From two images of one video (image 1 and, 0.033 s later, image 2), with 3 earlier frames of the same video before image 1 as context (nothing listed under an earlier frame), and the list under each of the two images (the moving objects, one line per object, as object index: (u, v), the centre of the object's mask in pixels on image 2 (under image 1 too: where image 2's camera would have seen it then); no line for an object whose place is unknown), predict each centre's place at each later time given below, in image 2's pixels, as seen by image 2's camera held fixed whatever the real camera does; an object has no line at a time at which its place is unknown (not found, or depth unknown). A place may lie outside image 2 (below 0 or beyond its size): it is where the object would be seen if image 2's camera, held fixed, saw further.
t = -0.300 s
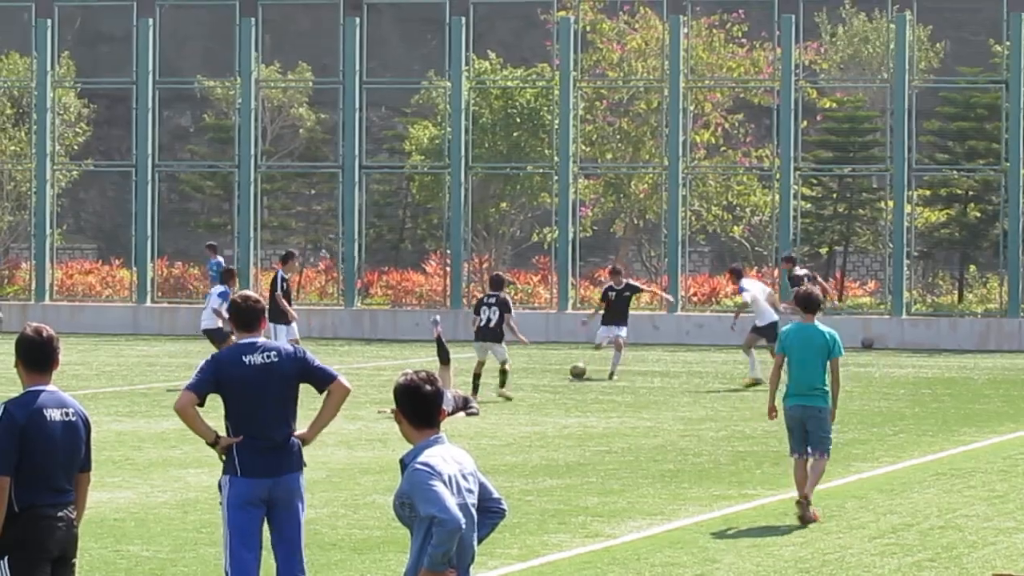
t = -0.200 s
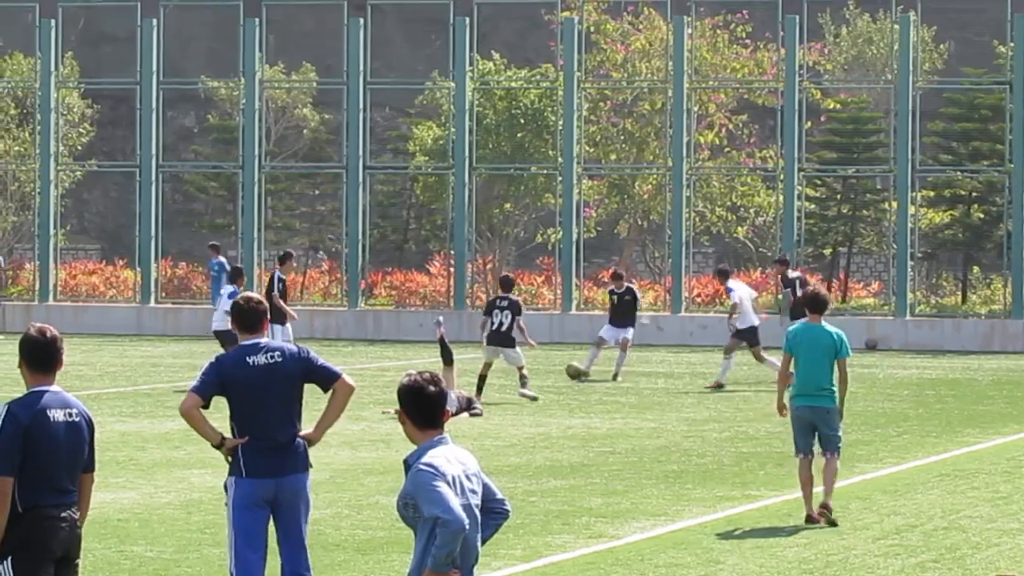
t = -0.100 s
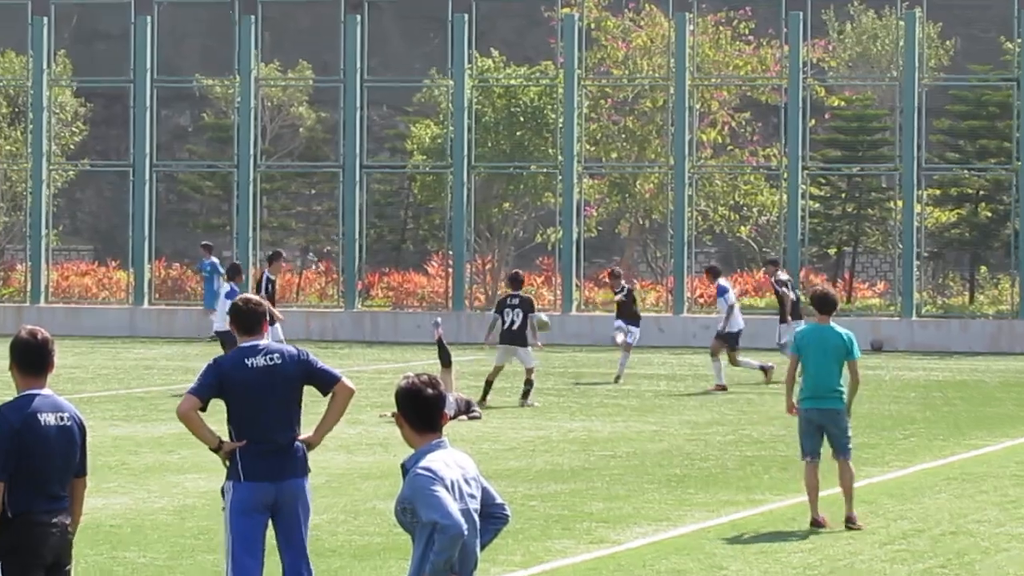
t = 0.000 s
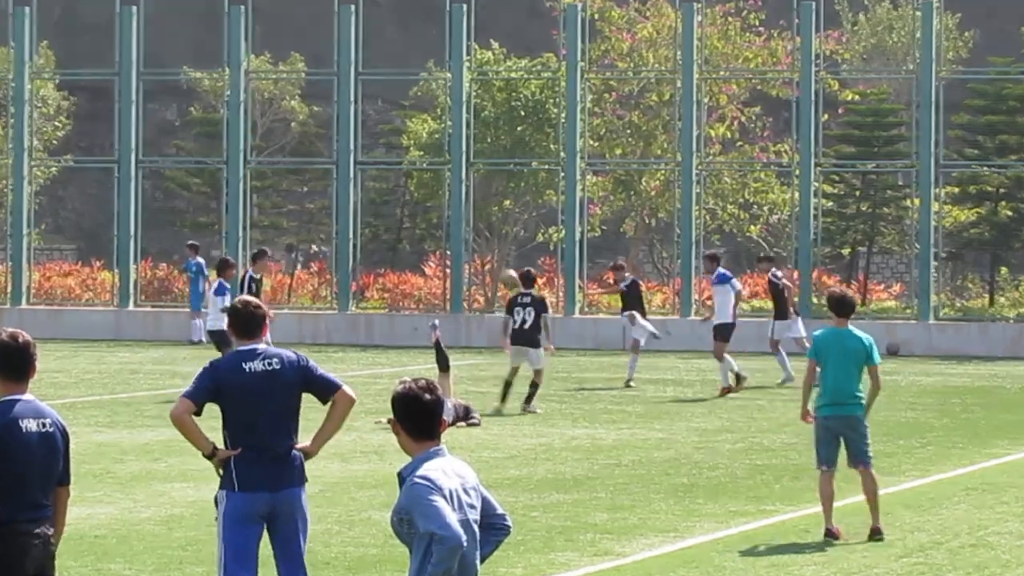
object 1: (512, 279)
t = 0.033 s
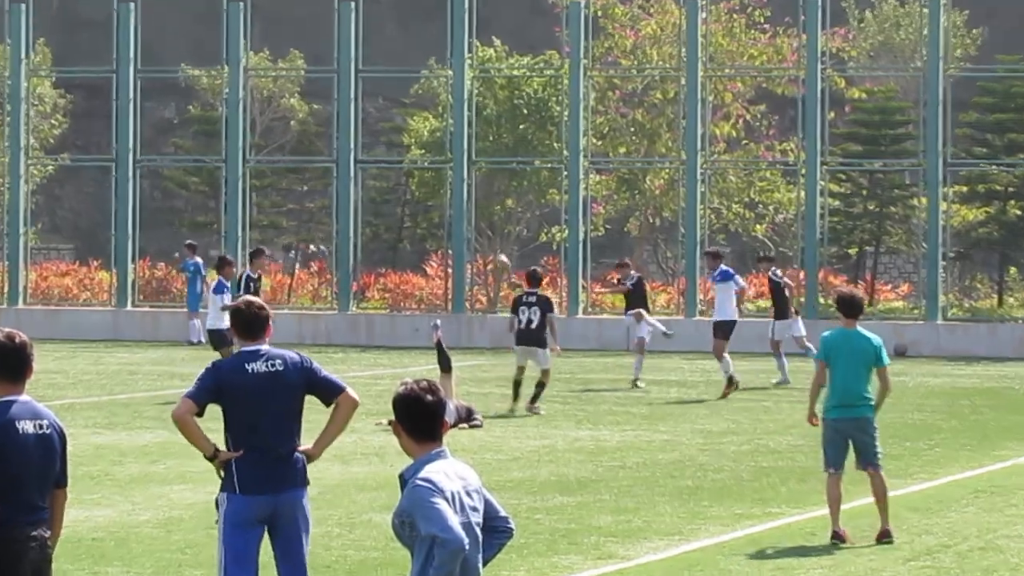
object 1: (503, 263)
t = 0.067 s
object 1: (490, 252)
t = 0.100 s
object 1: (477, 236)
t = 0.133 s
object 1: (468, 224)
